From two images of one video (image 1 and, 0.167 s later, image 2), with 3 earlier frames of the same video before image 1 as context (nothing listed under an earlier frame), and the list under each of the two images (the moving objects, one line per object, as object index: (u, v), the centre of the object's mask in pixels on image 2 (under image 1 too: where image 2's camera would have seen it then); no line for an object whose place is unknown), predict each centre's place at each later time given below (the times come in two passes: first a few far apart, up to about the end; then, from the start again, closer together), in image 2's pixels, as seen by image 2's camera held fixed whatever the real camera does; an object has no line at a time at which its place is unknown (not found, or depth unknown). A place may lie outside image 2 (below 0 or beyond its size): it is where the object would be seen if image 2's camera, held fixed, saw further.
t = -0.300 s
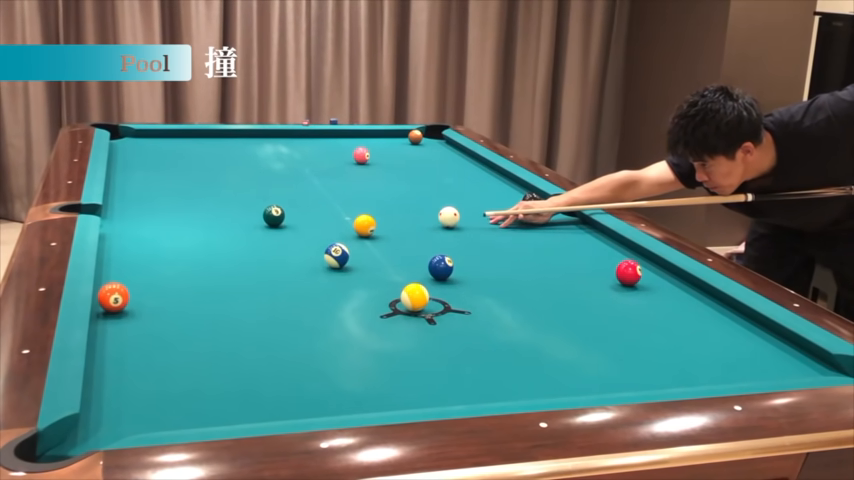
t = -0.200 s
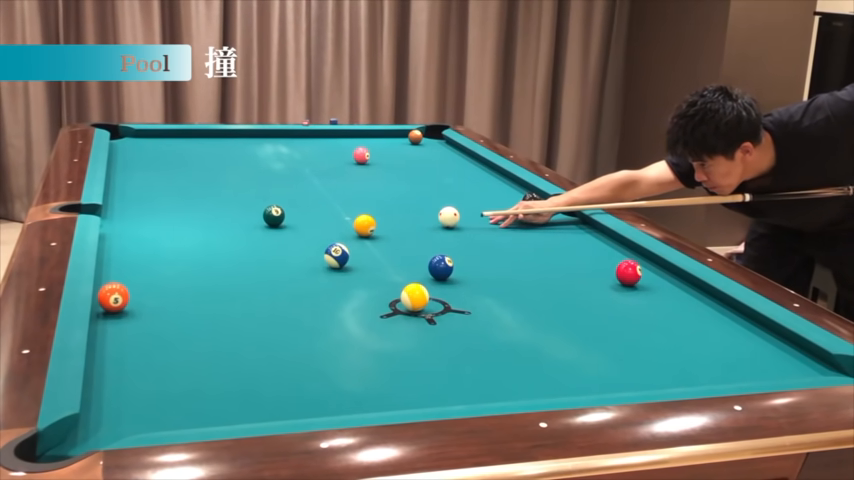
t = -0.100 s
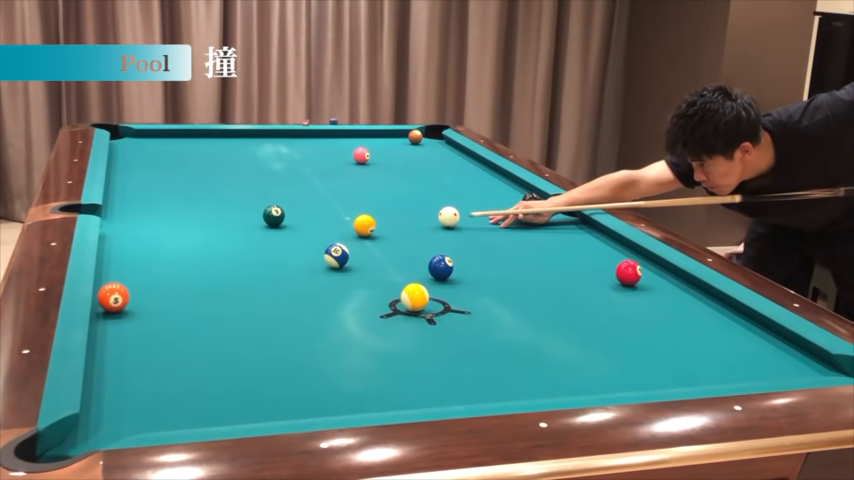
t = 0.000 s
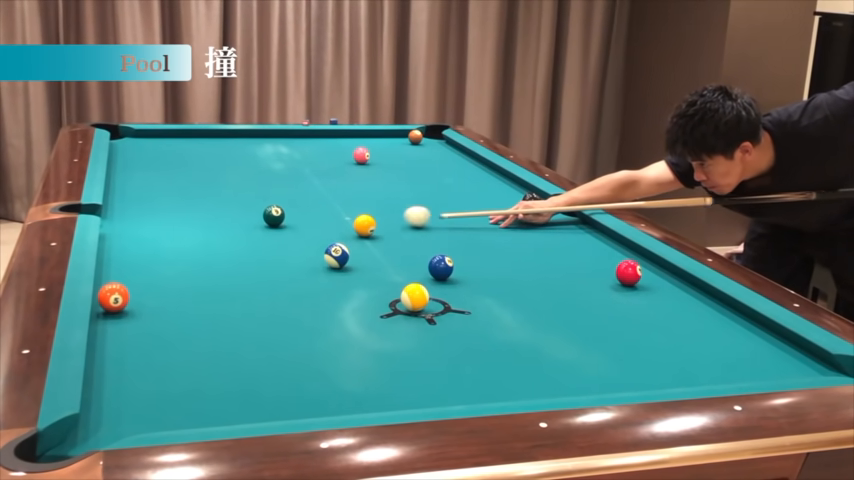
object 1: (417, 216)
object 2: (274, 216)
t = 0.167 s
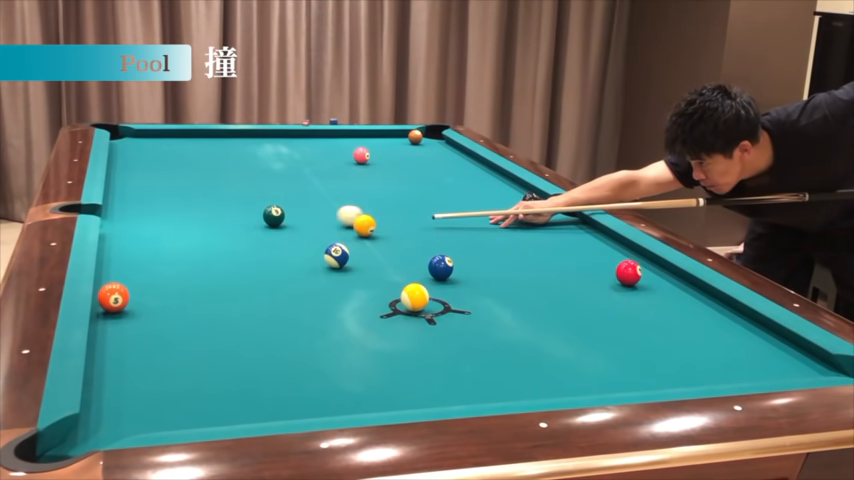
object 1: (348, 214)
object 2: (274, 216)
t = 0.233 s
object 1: (324, 215)
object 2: (274, 216)
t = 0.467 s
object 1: (287, 216)
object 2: (222, 215)
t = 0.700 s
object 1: (268, 216)
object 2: (164, 214)
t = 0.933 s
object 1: (251, 217)
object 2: (108, 214)
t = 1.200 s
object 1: (233, 217)
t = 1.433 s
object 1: (219, 217)
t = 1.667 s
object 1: (206, 218)
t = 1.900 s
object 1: (195, 217)
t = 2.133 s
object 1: (185, 218)
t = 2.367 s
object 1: (177, 219)
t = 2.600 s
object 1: (170, 219)
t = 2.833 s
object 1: (166, 219)
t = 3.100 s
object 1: (163, 219)
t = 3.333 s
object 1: (163, 219)
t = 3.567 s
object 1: (163, 219)
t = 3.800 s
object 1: (163, 219)
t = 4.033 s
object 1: (163, 219)
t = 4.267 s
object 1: (163, 219)
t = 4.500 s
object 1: (163, 219)
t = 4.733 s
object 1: (163, 219)
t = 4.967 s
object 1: (163, 219)
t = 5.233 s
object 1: (163, 218)
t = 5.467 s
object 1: (163, 219)
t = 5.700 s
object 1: (163, 219)
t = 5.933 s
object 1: (163, 219)
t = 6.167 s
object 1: (163, 219)
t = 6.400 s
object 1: (163, 219)
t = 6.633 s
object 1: (163, 219)
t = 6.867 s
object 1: (163, 219)
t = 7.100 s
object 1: (163, 219)
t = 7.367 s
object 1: (163, 219)
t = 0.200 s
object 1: (337, 215)
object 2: (274, 216)
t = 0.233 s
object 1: (324, 215)
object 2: (274, 216)
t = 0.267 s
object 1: (310, 215)
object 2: (273, 216)
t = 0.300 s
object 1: (298, 215)
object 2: (273, 216)
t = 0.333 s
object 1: (295, 216)
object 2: (263, 216)
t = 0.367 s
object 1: (294, 216)
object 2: (251, 216)
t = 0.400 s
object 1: (292, 216)
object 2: (241, 215)
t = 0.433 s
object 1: (290, 216)
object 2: (231, 215)
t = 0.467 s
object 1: (287, 216)
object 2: (222, 215)
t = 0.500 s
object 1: (284, 216)
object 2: (213, 215)
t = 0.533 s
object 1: (281, 216)
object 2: (205, 215)
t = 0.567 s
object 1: (279, 216)
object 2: (197, 215)
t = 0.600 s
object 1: (276, 216)
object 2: (189, 215)
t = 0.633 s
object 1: (274, 216)
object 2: (181, 215)
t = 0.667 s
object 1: (271, 216)
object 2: (173, 214)
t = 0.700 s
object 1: (268, 216)
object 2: (164, 214)
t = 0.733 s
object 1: (266, 216)
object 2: (155, 214)
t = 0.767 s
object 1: (263, 216)
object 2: (148, 214)
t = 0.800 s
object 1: (261, 216)
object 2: (140, 214)
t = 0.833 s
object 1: (258, 217)
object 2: (132, 214)
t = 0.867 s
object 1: (256, 217)
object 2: (124, 214)
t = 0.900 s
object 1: (253, 217)
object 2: (116, 214)
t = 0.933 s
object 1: (251, 217)
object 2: (108, 214)
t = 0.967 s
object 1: (249, 217)
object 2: (101, 212)
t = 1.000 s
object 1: (246, 217)
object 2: (92, 210)
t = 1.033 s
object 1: (244, 217)
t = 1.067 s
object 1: (242, 217)
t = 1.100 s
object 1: (240, 217)
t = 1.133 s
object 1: (237, 217)
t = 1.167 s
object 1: (235, 217)
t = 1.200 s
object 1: (233, 217)
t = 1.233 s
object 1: (231, 217)
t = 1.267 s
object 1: (229, 217)
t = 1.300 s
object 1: (227, 217)
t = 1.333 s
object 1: (225, 217)
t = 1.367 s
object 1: (223, 217)
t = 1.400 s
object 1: (221, 217)
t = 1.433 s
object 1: (219, 217)
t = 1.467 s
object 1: (217, 218)
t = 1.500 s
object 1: (215, 218)
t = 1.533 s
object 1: (213, 218)
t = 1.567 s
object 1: (211, 218)
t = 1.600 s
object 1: (209, 218)
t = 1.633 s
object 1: (208, 218)
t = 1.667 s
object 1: (206, 218)
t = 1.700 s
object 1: (204, 218)
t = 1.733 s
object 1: (202, 218)
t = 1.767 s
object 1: (201, 218)
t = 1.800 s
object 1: (199, 218)
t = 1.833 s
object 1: (198, 218)
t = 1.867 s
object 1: (196, 217)
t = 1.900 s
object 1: (195, 217)
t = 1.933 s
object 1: (193, 218)
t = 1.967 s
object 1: (191, 218)
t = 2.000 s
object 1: (190, 217)
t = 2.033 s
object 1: (189, 218)
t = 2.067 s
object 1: (188, 218)
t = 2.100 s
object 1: (186, 218)
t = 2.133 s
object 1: (185, 218)
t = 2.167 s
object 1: (183, 218)
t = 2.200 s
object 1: (182, 218)
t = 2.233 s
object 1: (181, 218)
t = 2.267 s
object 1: (180, 218)
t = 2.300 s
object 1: (179, 218)
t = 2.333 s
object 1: (178, 219)
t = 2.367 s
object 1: (177, 219)
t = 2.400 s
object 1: (176, 218)
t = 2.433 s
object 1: (175, 218)
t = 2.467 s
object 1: (174, 218)
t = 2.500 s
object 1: (173, 218)
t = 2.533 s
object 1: (172, 218)
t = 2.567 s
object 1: (171, 219)
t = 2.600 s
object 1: (170, 219)
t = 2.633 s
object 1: (170, 219)
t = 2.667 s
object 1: (169, 219)
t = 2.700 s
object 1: (168, 219)
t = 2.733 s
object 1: (168, 219)
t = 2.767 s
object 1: (167, 219)
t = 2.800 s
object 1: (167, 219)
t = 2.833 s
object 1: (166, 219)
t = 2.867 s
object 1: (166, 219)
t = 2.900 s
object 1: (165, 219)
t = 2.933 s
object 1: (165, 219)
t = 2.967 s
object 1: (164, 219)
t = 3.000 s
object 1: (164, 219)
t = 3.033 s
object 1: (164, 219)
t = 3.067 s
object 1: (164, 219)
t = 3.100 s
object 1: (163, 219)
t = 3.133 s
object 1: (163, 219)
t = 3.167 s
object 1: (163, 219)
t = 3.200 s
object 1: (163, 219)
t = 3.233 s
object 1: (163, 219)
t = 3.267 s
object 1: (163, 219)
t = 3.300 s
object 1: (163, 219)
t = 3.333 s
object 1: (163, 219)
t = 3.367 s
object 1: (163, 219)
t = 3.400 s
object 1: (163, 219)
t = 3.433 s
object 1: (163, 219)
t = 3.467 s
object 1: (163, 219)
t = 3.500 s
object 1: (163, 219)
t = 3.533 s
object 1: (163, 219)
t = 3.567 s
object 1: (163, 219)
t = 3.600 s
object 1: (163, 219)
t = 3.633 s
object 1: (163, 219)
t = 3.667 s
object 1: (163, 219)
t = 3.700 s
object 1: (163, 219)
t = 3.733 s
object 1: (163, 219)
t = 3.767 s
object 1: (163, 219)
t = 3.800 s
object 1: (163, 219)
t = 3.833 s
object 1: (163, 219)
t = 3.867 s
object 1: (163, 219)
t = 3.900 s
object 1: (163, 219)
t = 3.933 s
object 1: (163, 219)
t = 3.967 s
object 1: (163, 219)
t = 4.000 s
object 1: (163, 219)
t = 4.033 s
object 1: (163, 219)
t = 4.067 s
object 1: (163, 219)
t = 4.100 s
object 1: (163, 219)
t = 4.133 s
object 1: (163, 219)
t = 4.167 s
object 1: (163, 219)
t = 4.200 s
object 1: (163, 219)
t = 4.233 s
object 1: (163, 219)
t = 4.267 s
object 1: (163, 219)
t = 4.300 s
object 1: (163, 219)
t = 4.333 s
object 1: (163, 219)
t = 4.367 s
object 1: (163, 219)
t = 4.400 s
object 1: (163, 219)
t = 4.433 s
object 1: (163, 219)
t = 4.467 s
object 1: (163, 219)
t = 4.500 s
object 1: (163, 219)
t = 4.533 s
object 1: (163, 219)
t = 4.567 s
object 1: (163, 219)
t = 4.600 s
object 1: (163, 219)
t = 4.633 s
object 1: (163, 219)
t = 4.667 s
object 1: (163, 219)
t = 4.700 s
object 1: (163, 219)
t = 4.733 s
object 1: (163, 219)
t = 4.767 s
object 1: (163, 219)
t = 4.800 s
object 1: (163, 219)
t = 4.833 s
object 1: (163, 219)
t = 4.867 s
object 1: (163, 219)
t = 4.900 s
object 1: (163, 219)
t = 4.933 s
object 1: (163, 219)
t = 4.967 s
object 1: (163, 219)
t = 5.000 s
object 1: (163, 219)
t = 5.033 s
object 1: (163, 219)
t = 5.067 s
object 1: (163, 219)
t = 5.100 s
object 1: (163, 218)
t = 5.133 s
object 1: (163, 218)
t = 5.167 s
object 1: (163, 219)
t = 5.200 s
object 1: (163, 219)
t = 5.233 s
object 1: (163, 218)
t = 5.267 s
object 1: (163, 219)
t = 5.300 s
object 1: (163, 219)
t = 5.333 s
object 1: (163, 219)
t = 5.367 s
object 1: (163, 219)
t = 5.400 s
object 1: (163, 219)
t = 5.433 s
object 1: (163, 219)
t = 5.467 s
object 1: (163, 219)
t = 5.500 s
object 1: (163, 219)
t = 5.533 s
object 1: (163, 219)
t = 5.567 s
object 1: (163, 219)
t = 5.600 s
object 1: (163, 219)
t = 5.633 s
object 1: (163, 219)
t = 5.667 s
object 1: (163, 219)
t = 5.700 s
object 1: (163, 219)
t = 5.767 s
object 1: (163, 219)
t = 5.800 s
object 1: (163, 219)
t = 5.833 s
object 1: (163, 219)
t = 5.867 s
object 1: (163, 219)
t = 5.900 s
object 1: (163, 219)
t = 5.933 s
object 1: (163, 219)
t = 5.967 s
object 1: (163, 219)
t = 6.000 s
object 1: (163, 219)
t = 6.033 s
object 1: (163, 219)
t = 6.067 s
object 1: (163, 219)
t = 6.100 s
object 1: (163, 219)
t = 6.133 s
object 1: (163, 219)
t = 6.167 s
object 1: (163, 219)
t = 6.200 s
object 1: (163, 219)
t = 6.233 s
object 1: (163, 219)
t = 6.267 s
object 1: (163, 219)
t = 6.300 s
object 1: (163, 219)
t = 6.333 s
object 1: (163, 219)
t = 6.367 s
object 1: (163, 219)
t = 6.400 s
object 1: (163, 219)
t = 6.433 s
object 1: (163, 219)
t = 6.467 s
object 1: (163, 219)
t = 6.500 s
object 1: (163, 219)
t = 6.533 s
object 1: (163, 219)
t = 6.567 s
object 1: (163, 219)
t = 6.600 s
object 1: (163, 219)
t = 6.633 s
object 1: (163, 219)
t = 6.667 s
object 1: (163, 219)
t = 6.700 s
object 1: (163, 219)
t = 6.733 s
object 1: (163, 219)
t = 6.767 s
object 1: (163, 219)
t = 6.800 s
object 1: (163, 219)
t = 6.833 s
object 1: (163, 219)
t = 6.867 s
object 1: (163, 219)
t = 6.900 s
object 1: (163, 219)
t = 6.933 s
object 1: (163, 219)
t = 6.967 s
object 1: (163, 219)
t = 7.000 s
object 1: (163, 219)
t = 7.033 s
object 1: (163, 219)
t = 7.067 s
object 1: (163, 219)
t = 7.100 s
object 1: (163, 219)
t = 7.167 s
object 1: (163, 219)
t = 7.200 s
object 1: (163, 219)
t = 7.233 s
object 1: (163, 219)
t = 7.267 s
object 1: (163, 219)
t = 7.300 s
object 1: (163, 219)
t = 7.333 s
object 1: (163, 219)
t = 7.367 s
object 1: (163, 219)
